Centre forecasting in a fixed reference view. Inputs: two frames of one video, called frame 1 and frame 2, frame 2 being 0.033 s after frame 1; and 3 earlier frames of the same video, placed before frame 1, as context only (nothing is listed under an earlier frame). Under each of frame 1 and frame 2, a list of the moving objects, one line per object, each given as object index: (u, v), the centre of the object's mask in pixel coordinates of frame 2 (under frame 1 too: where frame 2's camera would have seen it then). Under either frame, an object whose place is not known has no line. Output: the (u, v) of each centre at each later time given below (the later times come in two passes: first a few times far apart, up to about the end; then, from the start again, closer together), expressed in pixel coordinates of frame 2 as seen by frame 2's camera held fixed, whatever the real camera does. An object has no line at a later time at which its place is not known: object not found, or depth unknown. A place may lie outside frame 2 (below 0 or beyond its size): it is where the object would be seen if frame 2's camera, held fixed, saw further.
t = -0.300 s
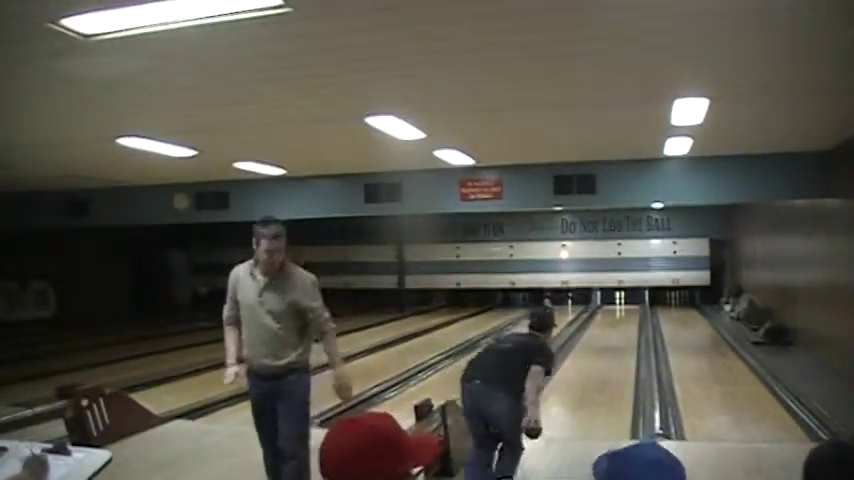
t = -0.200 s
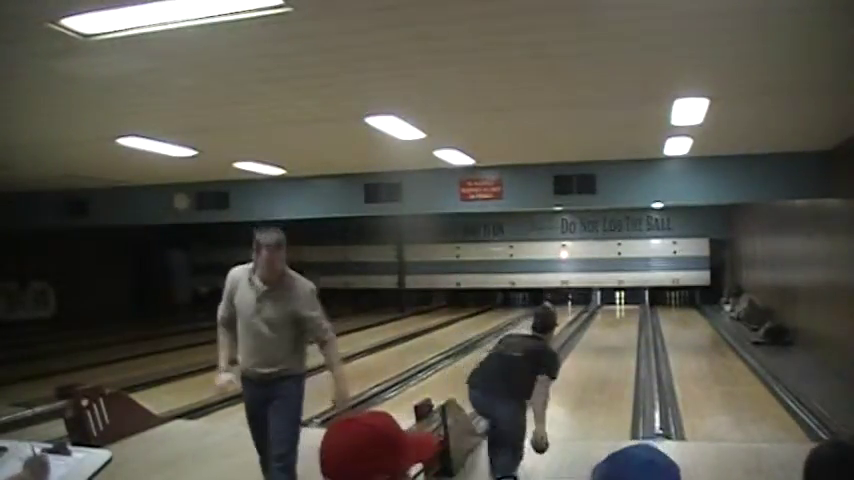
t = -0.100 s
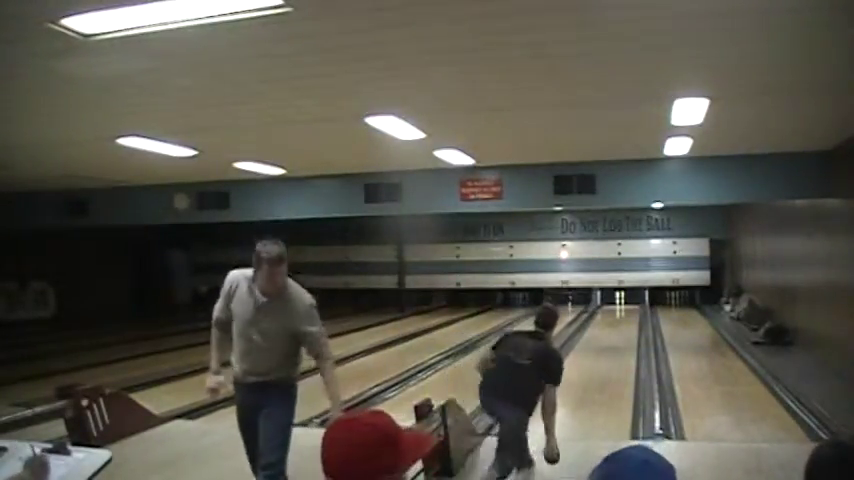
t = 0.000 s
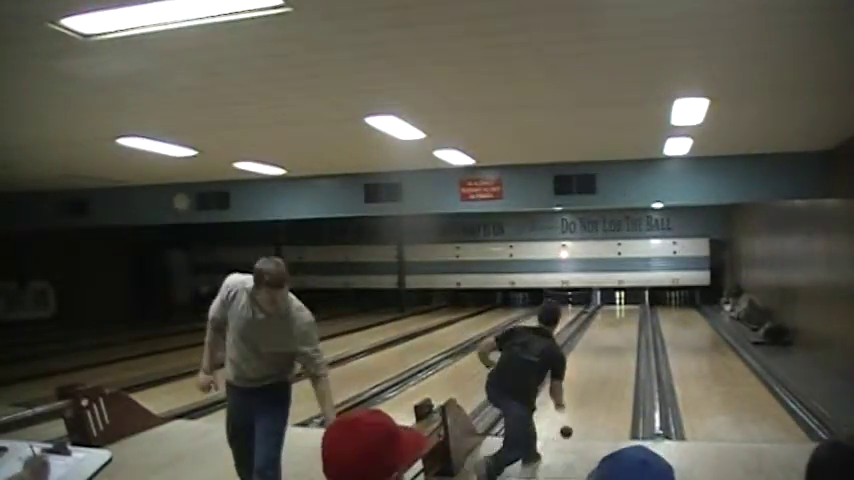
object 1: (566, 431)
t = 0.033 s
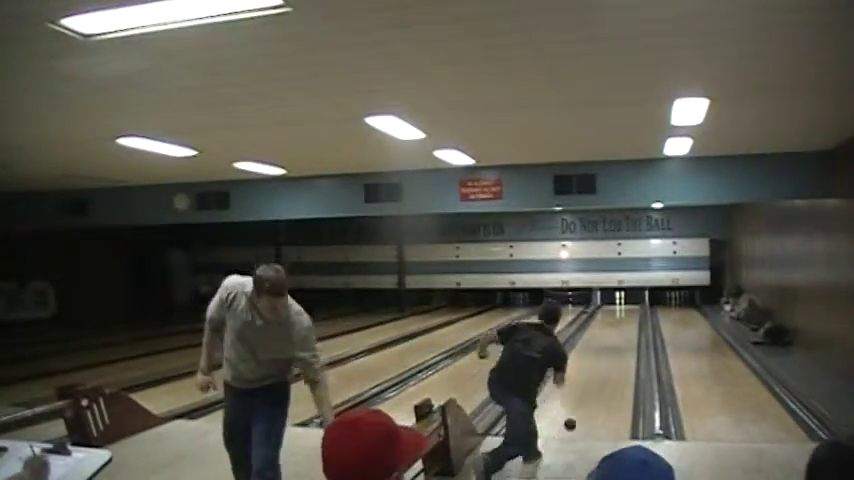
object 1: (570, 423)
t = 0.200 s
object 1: (584, 393)
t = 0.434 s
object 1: (596, 366)
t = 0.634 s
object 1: (603, 348)
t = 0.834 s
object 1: (608, 336)
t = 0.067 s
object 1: (575, 417)
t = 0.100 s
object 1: (577, 414)
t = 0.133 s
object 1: (579, 407)
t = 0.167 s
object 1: (582, 400)
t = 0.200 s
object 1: (584, 393)
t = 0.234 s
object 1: (586, 390)
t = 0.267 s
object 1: (587, 387)
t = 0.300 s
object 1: (590, 380)
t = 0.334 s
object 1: (592, 377)
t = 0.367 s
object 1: (593, 373)
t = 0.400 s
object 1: (595, 369)
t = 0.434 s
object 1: (596, 366)
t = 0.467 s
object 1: (598, 363)
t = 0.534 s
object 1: (600, 357)
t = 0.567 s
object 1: (601, 354)
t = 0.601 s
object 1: (602, 351)
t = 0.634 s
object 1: (603, 348)
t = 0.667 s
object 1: (604, 346)
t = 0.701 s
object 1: (605, 344)
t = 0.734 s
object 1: (605, 342)
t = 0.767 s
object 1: (606, 340)
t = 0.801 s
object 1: (607, 338)
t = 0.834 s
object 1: (608, 336)
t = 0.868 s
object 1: (609, 335)
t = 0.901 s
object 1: (609, 333)
